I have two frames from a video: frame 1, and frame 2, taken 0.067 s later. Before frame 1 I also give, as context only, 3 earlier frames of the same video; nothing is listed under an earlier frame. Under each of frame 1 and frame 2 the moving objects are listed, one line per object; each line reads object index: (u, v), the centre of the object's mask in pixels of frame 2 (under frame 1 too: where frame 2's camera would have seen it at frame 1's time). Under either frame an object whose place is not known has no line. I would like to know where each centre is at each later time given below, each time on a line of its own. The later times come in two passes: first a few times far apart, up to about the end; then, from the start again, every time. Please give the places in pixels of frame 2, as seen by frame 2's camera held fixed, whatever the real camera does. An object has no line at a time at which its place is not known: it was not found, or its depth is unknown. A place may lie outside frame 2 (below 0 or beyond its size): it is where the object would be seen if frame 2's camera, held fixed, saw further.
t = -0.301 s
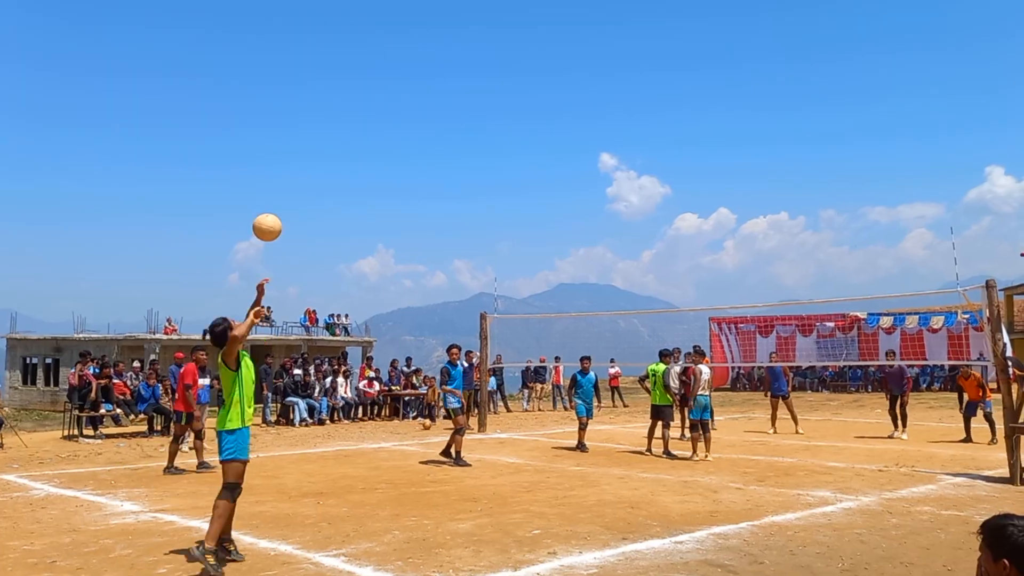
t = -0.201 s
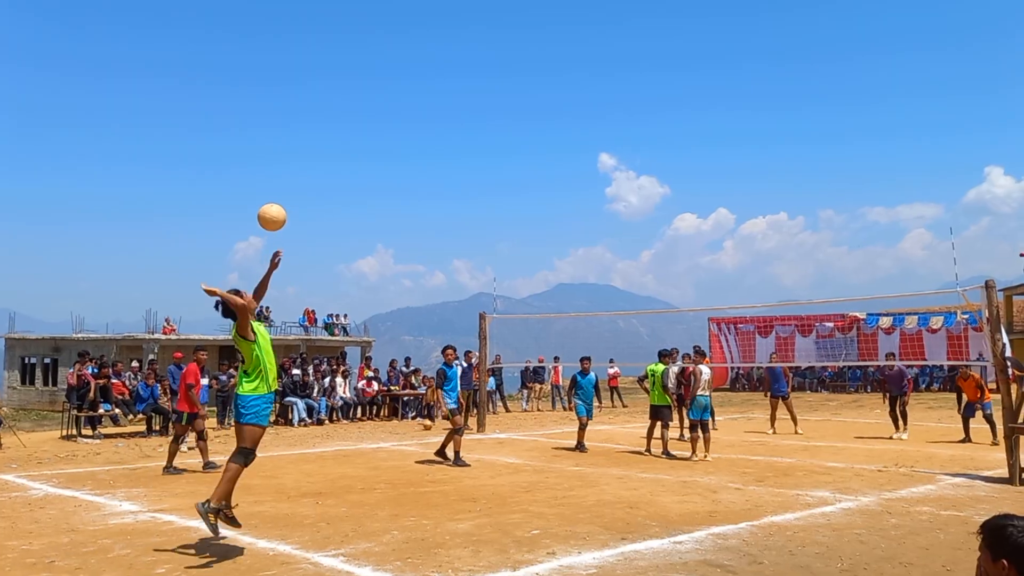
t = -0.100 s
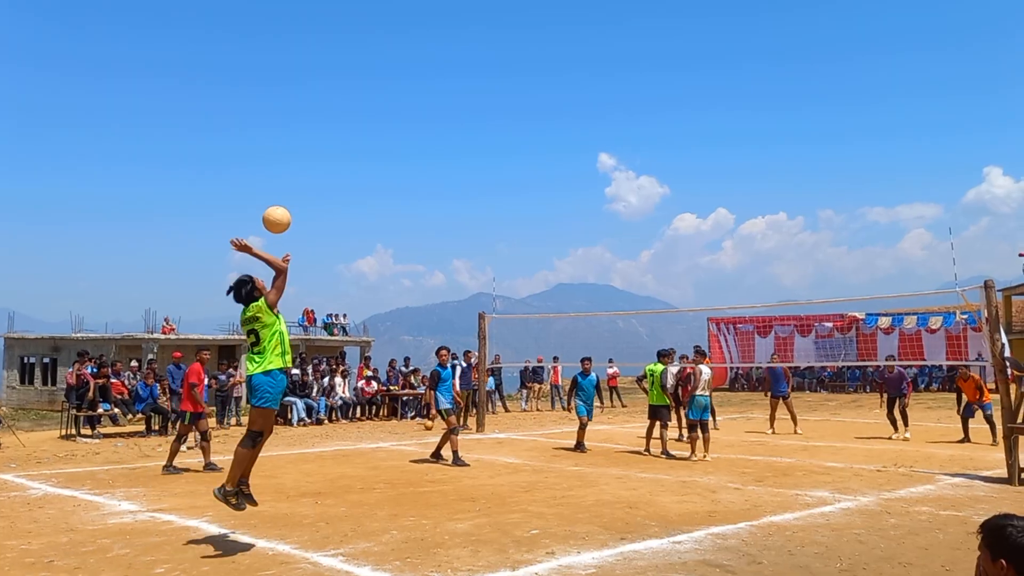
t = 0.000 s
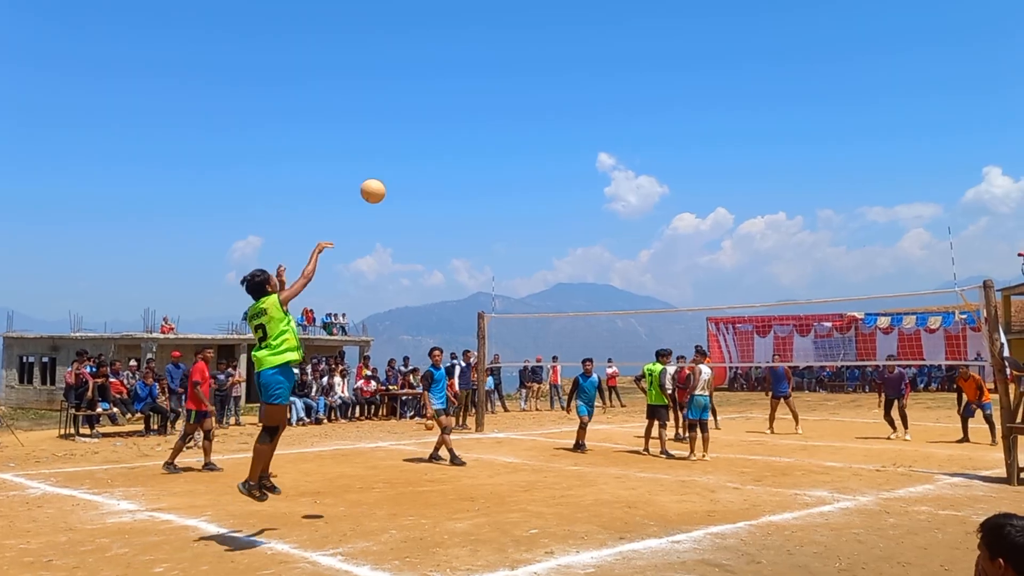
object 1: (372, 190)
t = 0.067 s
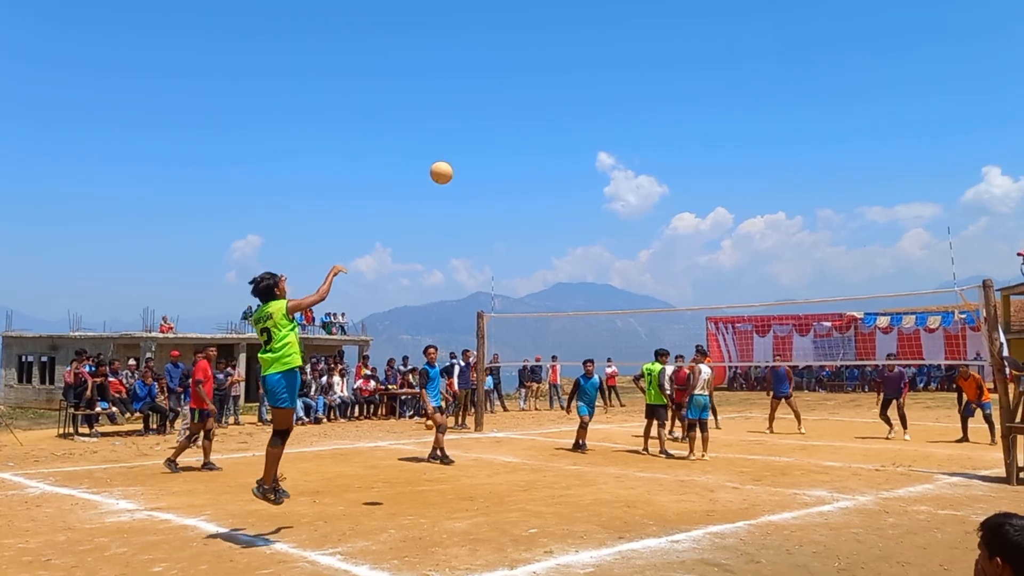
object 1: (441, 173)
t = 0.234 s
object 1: (572, 155)
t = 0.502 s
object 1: (705, 177)
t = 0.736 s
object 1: (783, 226)
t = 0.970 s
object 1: (843, 285)
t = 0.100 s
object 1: (472, 166)
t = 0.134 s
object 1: (499, 162)
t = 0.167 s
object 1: (525, 158)
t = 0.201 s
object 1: (549, 156)
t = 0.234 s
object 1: (572, 155)
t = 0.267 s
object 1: (593, 155)
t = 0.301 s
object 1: (612, 155)
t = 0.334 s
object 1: (631, 157)
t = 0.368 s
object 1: (648, 160)
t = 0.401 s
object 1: (663, 163)
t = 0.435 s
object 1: (678, 167)
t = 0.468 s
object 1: (692, 172)
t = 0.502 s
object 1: (705, 177)
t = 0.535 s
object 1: (718, 183)
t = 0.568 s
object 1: (730, 189)
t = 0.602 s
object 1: (742, 196)
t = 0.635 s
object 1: (753, 203)
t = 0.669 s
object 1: (764, 210)
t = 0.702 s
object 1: (774, 218)
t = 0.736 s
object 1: (783, 226)
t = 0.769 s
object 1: (793, 234)
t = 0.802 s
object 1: (802, 242)
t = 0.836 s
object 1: (811, 250)
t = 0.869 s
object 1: (819, 259)
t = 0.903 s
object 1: (827, 268)
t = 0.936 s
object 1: (835, 276)
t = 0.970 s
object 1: (843, 285)
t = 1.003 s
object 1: (850, 293)
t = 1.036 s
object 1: (857, 304)
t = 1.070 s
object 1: (864, 313)
